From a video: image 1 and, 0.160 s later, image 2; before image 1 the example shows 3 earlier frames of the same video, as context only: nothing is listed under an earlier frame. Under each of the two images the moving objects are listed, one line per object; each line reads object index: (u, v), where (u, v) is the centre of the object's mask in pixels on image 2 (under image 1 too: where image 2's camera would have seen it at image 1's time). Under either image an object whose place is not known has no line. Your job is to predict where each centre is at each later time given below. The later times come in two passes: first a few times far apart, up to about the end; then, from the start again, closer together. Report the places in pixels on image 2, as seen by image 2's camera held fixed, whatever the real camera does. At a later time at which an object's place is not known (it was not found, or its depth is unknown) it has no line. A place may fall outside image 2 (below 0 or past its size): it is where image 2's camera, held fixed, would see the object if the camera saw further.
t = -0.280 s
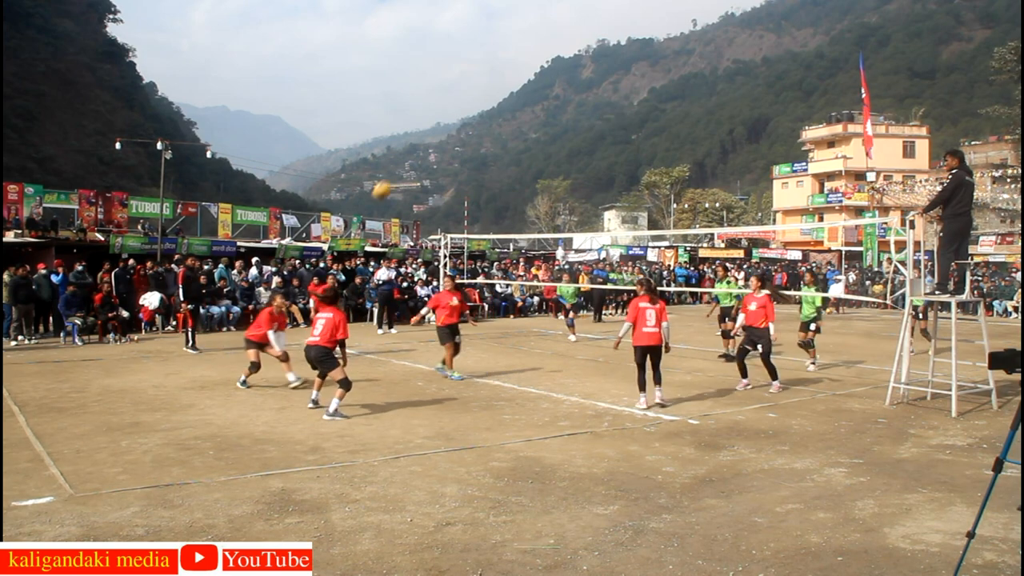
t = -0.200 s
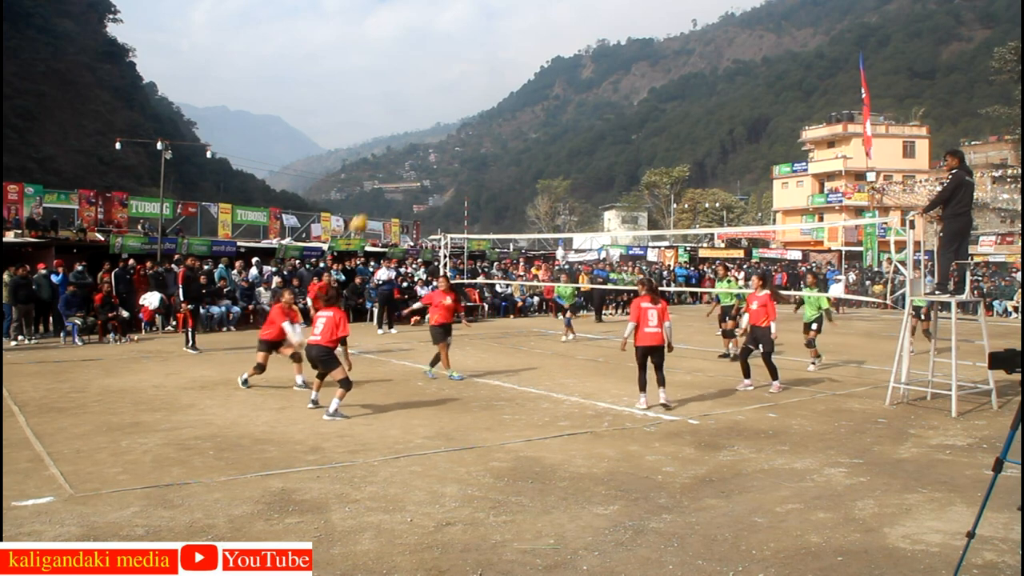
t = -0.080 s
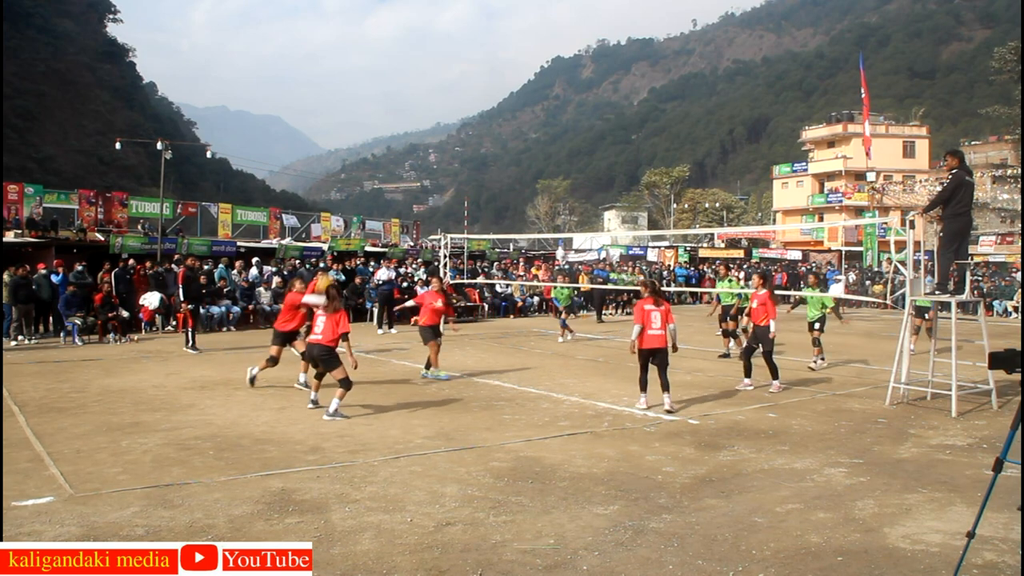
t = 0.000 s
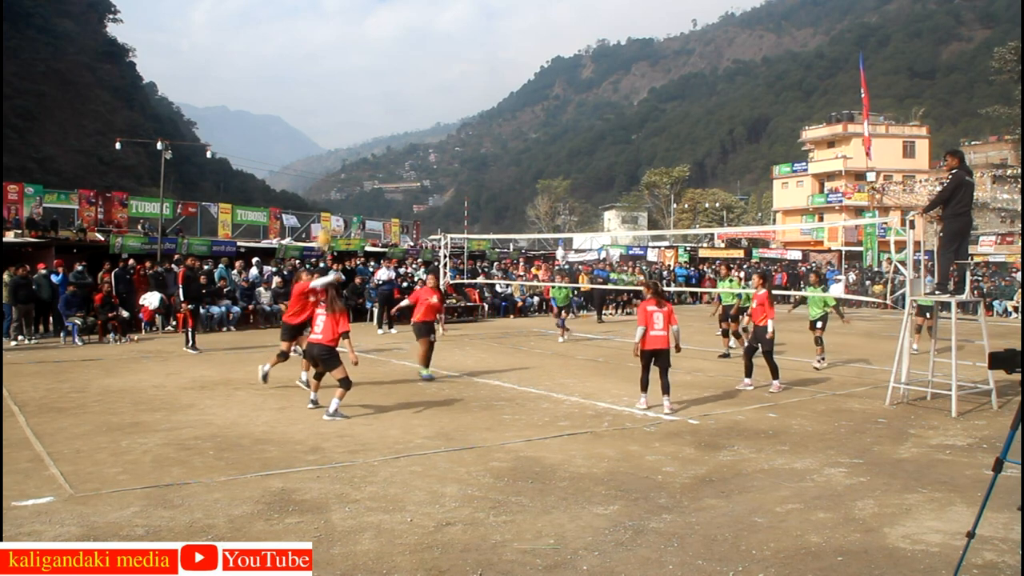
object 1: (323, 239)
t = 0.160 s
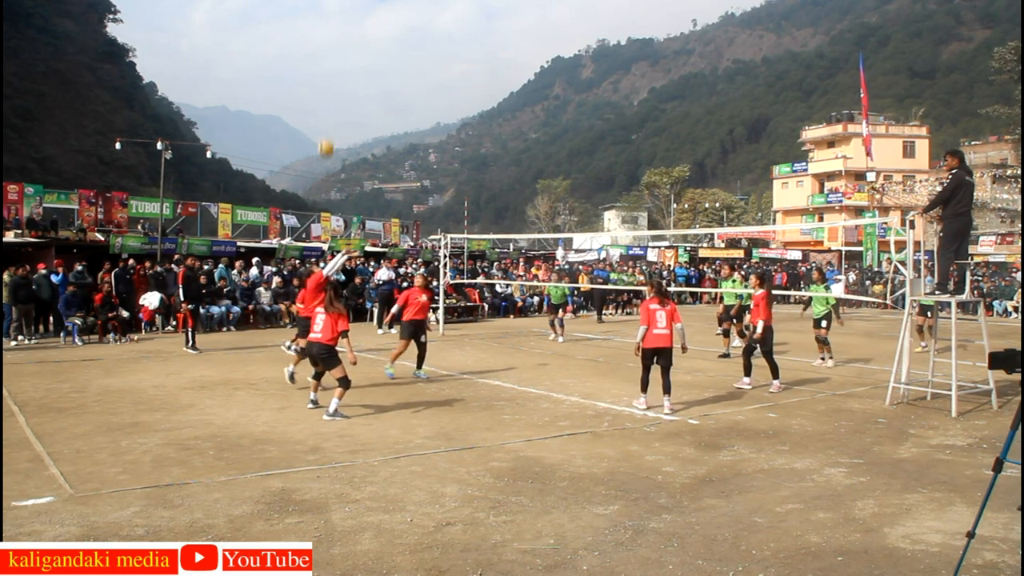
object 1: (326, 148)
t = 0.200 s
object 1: (327, 127)
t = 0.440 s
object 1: (329, 40)
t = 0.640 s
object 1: (329, 3)
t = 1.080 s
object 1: (325, 6)
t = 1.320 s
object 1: (322, 58)
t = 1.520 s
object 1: (319, 125)
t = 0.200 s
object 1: (327, 127)
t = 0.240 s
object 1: (327, 110)
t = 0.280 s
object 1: (327, 93)
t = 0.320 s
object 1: (328, 78)
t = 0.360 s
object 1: (328, 64)
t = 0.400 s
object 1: (328, 51)
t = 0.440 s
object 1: (329, 40)
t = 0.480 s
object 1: (329, 30)
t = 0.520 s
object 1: (328, 21)
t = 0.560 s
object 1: (329, 13)
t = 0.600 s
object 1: (329, 6)
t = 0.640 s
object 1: (329, 3)
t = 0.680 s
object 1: (329, 1)
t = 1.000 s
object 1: (326, 1)
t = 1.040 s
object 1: (326, 3)
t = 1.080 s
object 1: (325, 6)
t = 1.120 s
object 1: (325, 12)
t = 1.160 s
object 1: (324, 20)
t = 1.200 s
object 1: (324, 28)
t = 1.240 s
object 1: (323, 37)
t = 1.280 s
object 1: (323, 47)
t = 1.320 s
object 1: (322, 58)
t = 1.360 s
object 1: (321, 70)
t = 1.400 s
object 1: (321, 82)
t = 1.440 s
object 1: (320, 96)
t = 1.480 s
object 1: (320, 111)
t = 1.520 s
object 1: (319, 125)
